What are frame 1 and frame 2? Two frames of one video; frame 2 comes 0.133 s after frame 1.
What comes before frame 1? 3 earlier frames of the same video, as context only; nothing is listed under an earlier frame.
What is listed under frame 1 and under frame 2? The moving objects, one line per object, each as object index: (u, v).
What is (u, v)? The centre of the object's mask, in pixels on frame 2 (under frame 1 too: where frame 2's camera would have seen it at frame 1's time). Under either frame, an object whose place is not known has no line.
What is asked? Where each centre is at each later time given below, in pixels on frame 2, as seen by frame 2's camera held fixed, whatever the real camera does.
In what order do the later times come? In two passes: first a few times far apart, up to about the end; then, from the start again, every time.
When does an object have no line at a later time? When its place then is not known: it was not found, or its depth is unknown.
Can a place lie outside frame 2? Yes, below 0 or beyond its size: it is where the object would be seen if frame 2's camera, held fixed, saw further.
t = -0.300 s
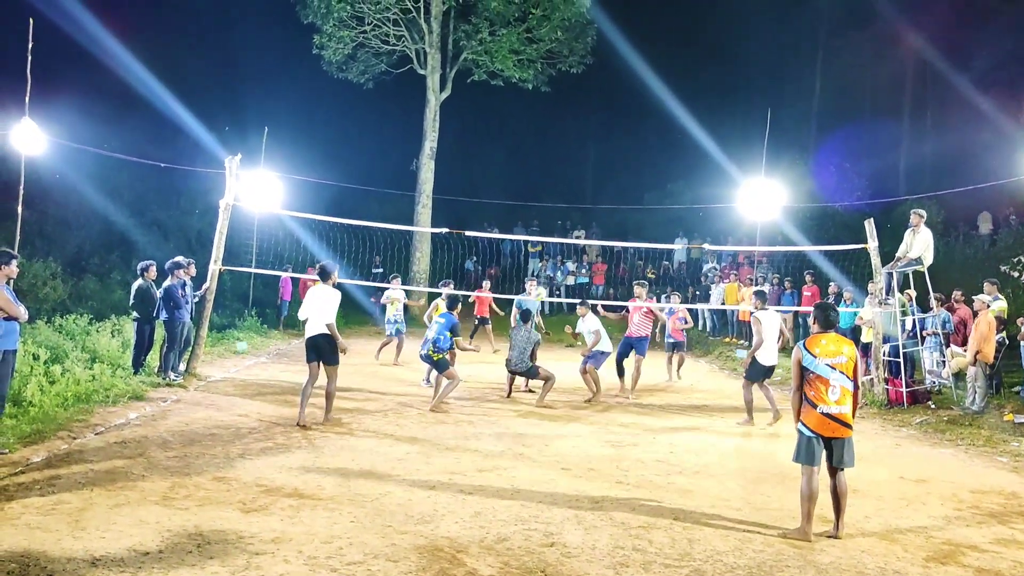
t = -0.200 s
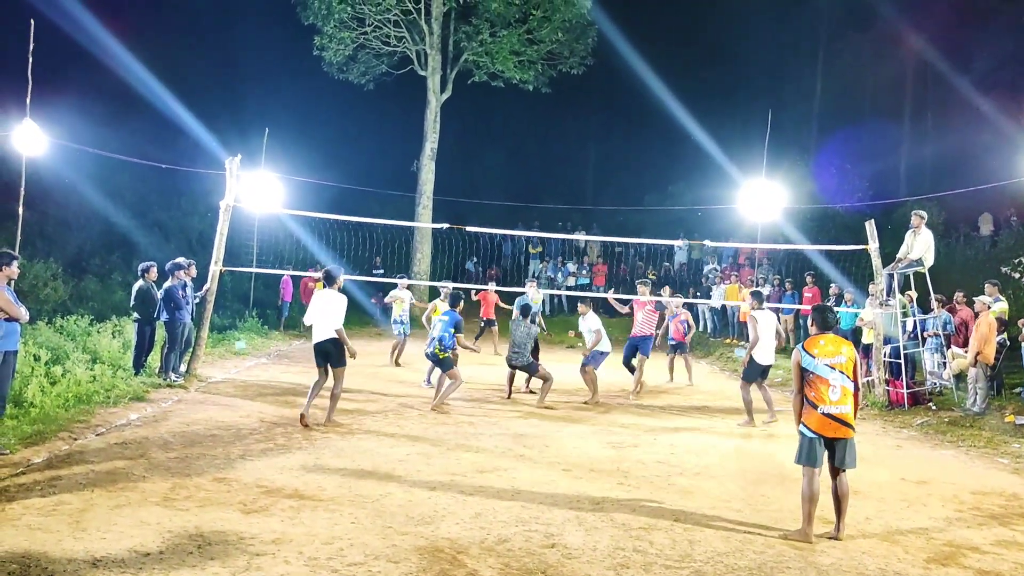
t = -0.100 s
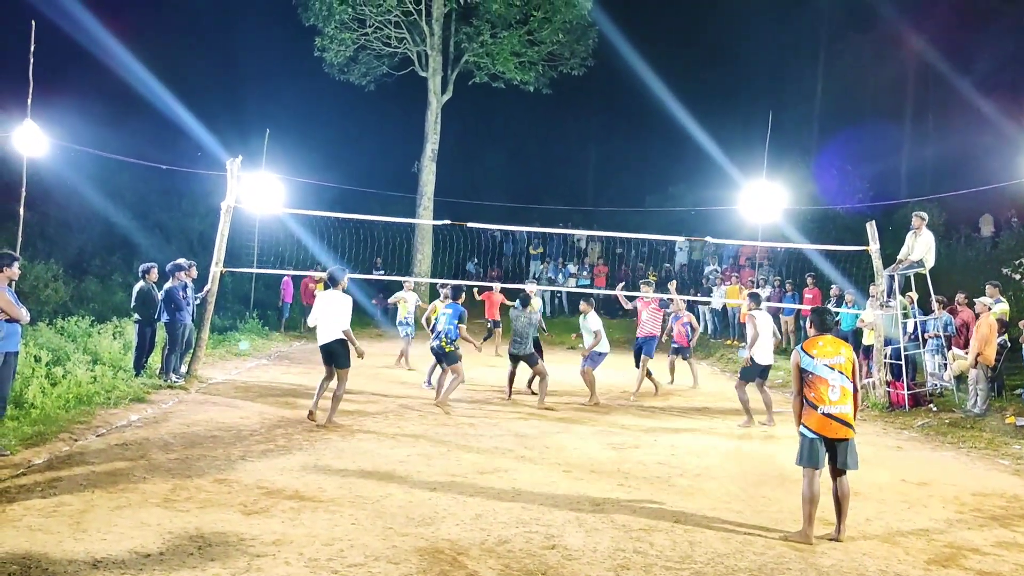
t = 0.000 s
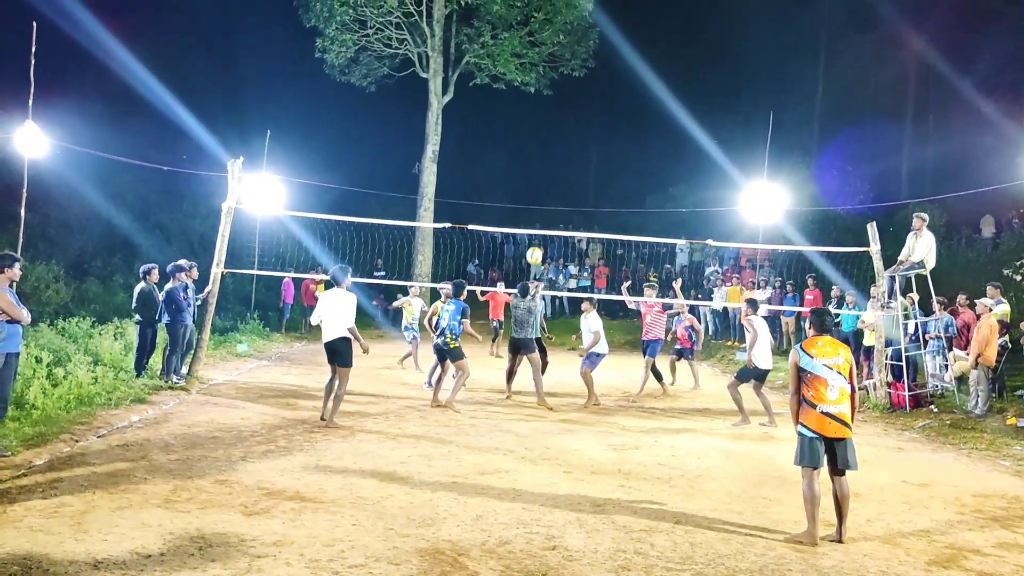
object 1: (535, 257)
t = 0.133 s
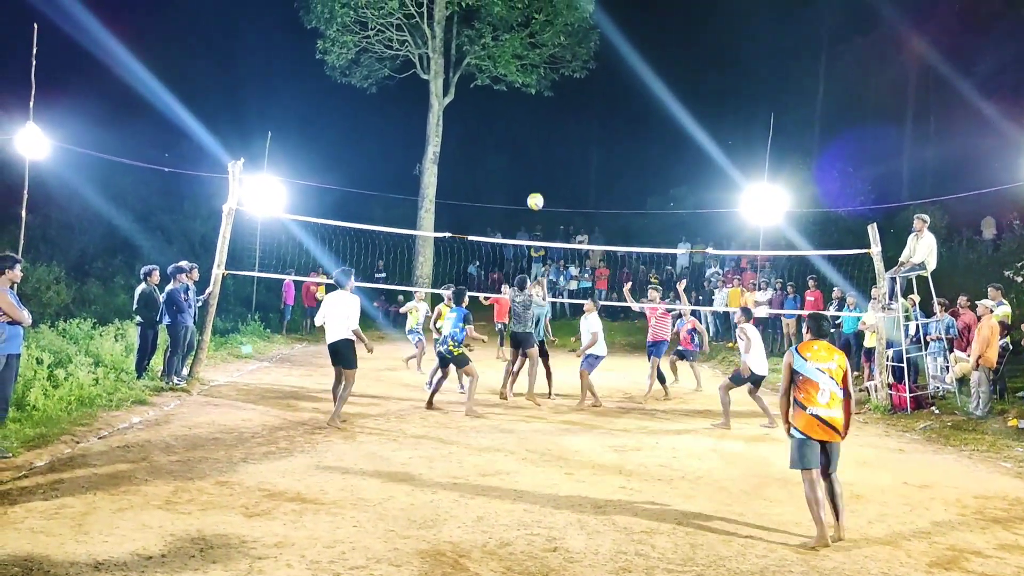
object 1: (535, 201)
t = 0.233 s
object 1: (535, 166)
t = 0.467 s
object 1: (531, 110)
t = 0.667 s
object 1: (525, 92)
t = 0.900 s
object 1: (514, 111)
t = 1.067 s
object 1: (504, 154)
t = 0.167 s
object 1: (535, 189)
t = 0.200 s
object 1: (535, 177)
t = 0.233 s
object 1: (535, 166)
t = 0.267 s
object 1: (534, 156)
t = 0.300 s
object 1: (534, 147)
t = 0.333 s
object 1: (533, 138)
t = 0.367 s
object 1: (533, 130)
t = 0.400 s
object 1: (532, 122)
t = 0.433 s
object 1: (531, 116)
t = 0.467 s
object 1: (531, 110)
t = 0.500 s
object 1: (530, 105)
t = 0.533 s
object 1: (529, 100)
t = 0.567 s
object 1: (528, 97)
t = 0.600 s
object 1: (527, 95)
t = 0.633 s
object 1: (526, 93)
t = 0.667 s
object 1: (525, 92)
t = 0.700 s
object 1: (524, 92)
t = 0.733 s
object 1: (522, 92)
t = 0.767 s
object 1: (521, 94)
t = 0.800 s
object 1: (519, 97)
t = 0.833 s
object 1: (518, 100)
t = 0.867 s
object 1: (516, 105)
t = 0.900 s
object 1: (514, 111)
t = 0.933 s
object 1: (513, 117)
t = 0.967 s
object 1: (510, 125)
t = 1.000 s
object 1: (508, 134)
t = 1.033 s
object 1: (506, 143)
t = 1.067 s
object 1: (504, 154)
